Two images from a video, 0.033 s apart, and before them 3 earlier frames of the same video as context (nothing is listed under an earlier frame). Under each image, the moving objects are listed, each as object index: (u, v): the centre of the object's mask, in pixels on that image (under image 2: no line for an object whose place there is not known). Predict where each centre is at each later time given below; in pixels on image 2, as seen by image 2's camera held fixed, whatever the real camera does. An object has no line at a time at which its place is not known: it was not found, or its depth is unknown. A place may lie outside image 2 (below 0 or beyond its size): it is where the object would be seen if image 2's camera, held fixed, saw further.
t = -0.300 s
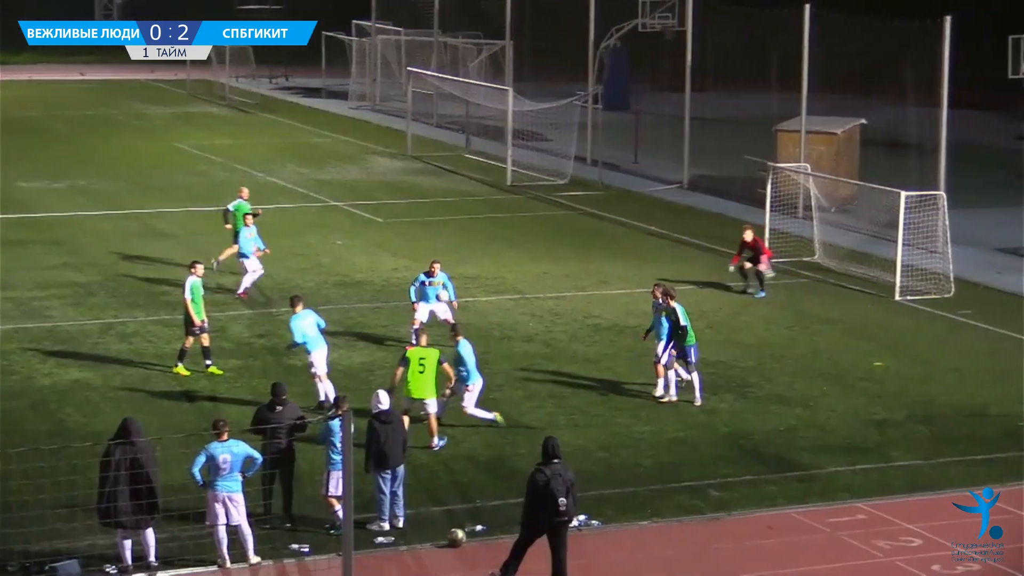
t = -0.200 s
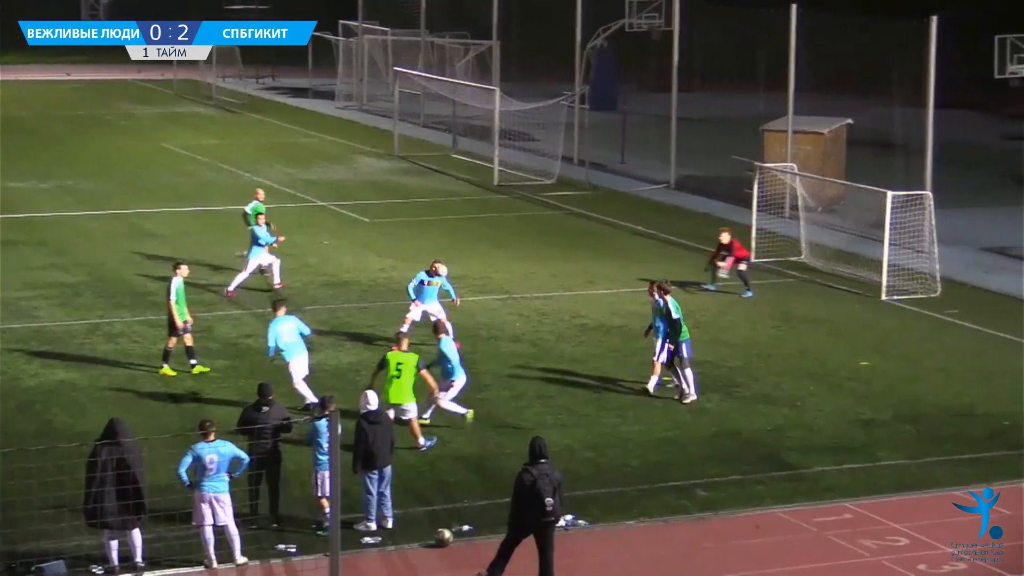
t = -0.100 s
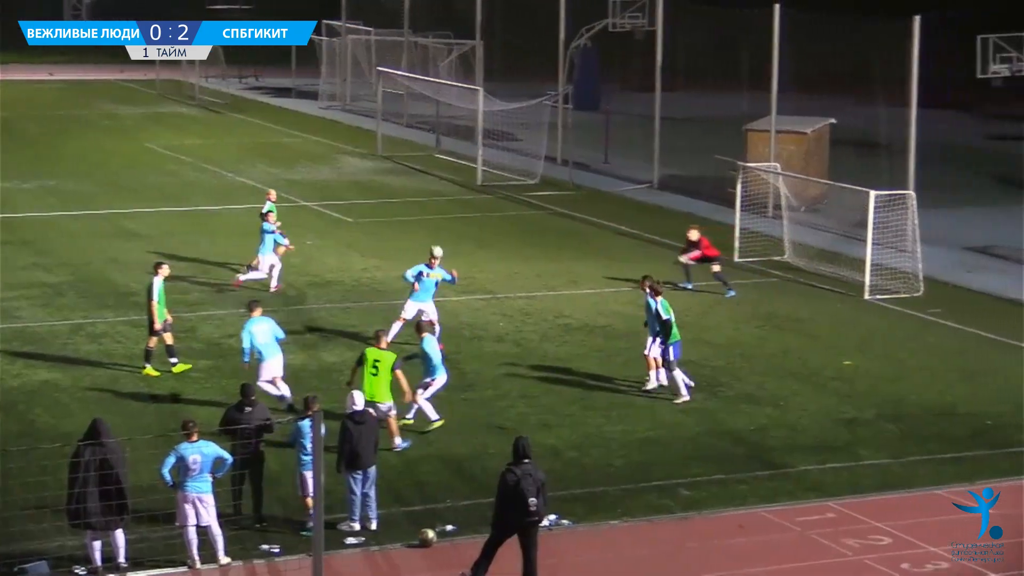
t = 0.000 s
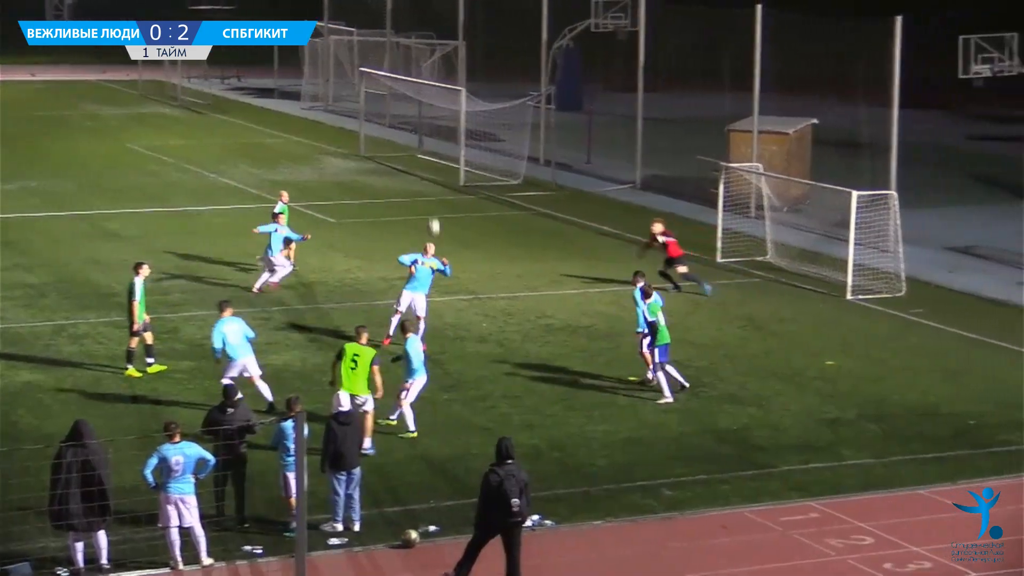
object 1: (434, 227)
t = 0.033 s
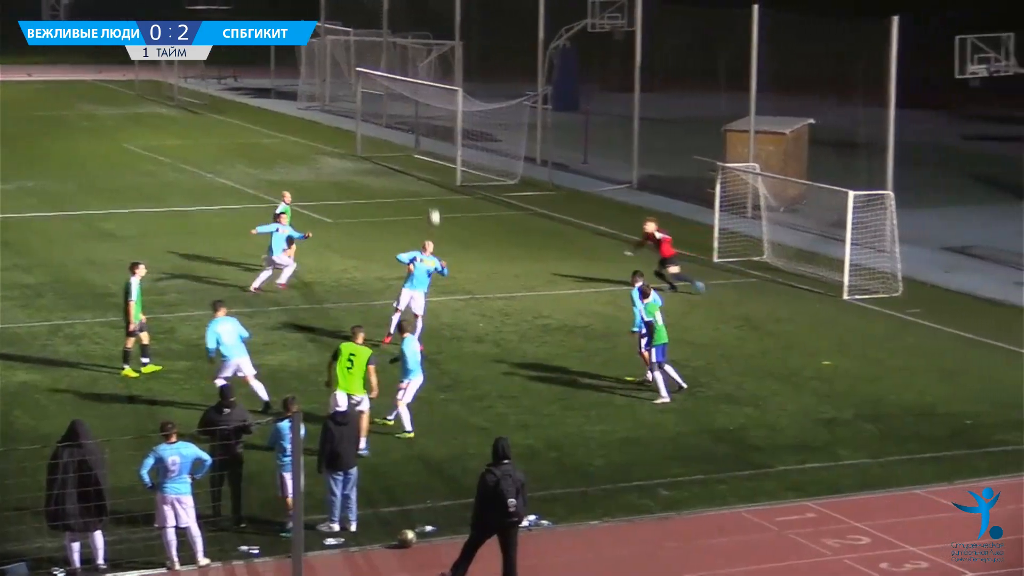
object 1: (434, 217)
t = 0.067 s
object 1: (440, 199)
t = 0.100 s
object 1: (445, 183)
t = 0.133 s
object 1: (448, 175)
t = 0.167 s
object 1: (454, 159)
